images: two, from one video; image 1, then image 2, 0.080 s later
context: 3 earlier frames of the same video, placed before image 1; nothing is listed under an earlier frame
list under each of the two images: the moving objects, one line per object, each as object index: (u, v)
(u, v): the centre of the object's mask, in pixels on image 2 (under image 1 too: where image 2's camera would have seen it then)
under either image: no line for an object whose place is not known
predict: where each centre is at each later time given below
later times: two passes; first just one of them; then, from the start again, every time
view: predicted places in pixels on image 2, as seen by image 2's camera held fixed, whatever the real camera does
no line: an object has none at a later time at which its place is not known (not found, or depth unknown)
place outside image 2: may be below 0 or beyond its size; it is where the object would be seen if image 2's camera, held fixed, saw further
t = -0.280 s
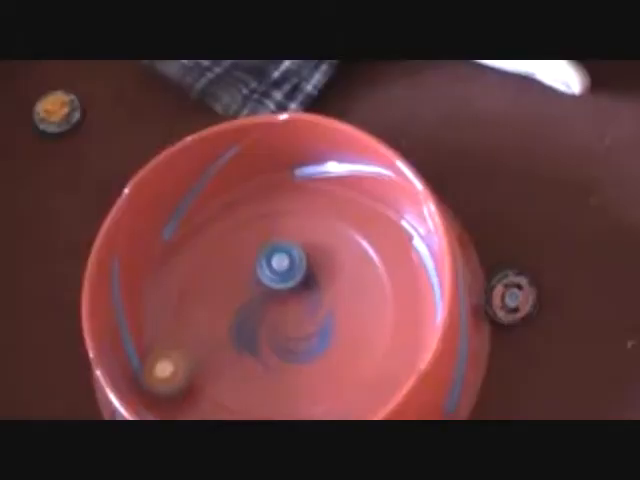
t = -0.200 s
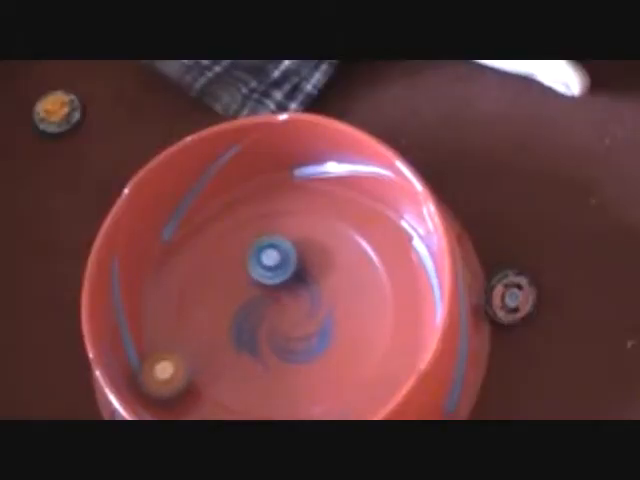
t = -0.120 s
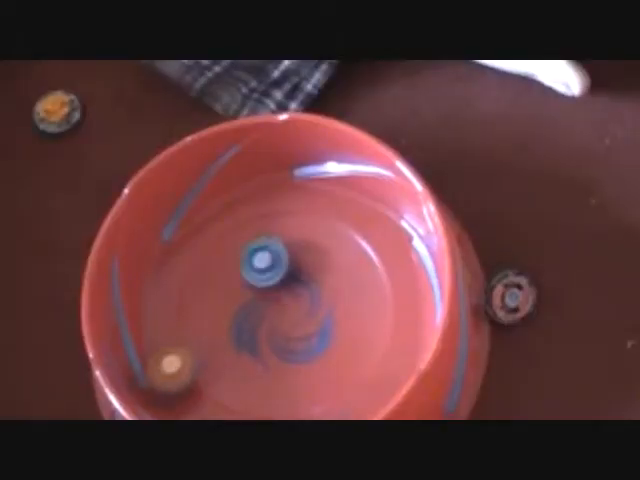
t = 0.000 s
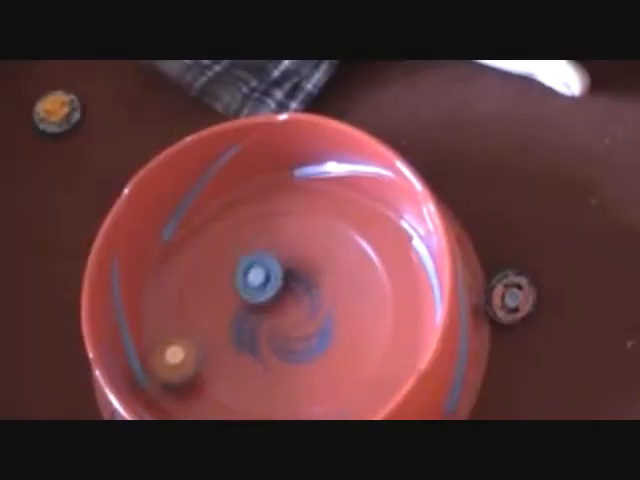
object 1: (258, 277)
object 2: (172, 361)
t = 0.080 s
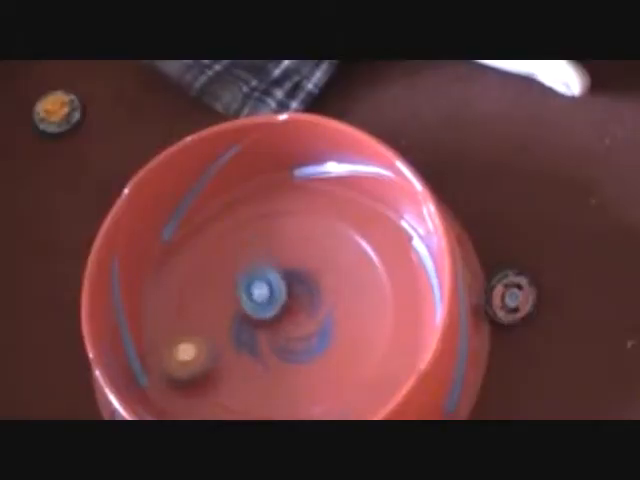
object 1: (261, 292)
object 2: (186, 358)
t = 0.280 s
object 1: (294, 318)
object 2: (242, 352)
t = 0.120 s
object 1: (266, 300)
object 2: (197, 357)
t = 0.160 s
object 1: (272, 307)
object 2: (209, 358)
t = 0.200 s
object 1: (278, 312)
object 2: (221, 357)
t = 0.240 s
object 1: (287, 316)
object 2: (232, 354)
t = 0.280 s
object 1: (294, 318)
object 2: (242, 352)
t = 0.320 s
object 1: (303, 320)
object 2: (251, 348)
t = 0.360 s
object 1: (311, 320)
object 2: (259, 344)
